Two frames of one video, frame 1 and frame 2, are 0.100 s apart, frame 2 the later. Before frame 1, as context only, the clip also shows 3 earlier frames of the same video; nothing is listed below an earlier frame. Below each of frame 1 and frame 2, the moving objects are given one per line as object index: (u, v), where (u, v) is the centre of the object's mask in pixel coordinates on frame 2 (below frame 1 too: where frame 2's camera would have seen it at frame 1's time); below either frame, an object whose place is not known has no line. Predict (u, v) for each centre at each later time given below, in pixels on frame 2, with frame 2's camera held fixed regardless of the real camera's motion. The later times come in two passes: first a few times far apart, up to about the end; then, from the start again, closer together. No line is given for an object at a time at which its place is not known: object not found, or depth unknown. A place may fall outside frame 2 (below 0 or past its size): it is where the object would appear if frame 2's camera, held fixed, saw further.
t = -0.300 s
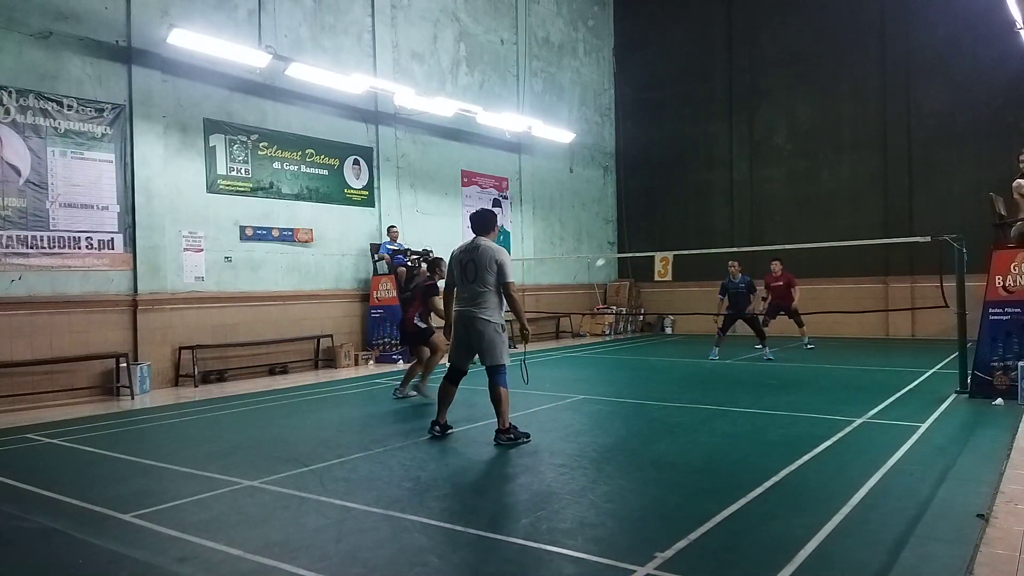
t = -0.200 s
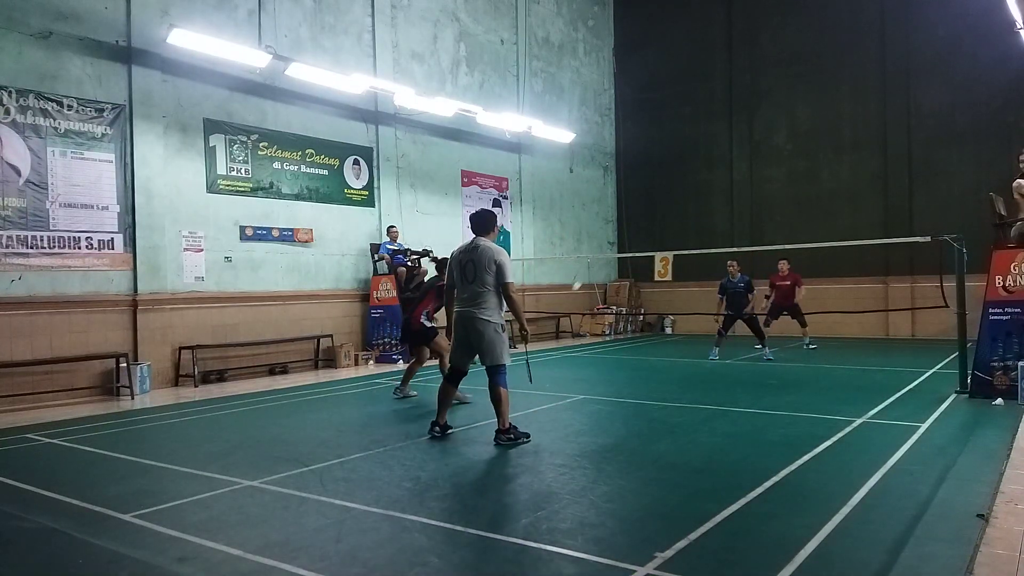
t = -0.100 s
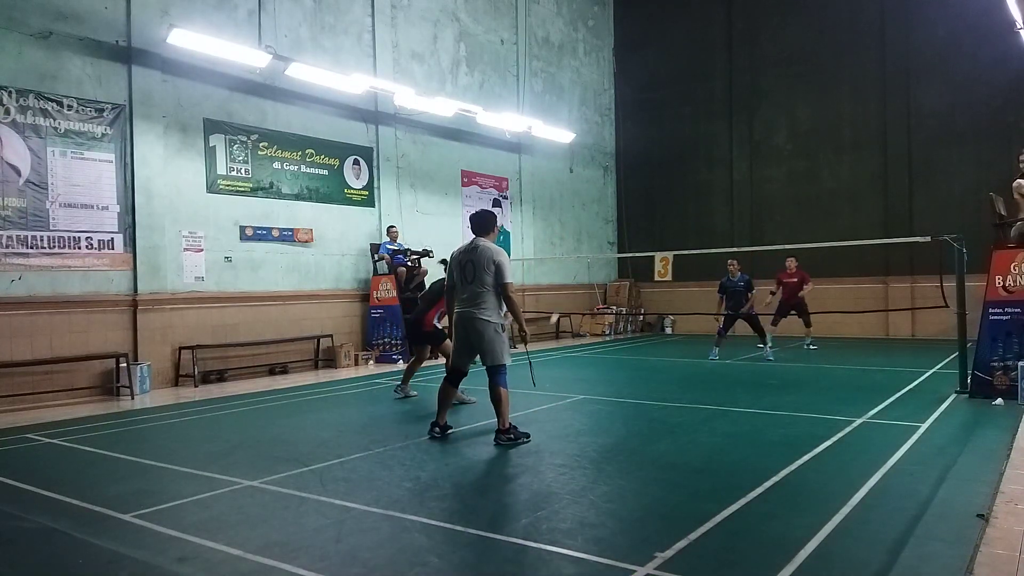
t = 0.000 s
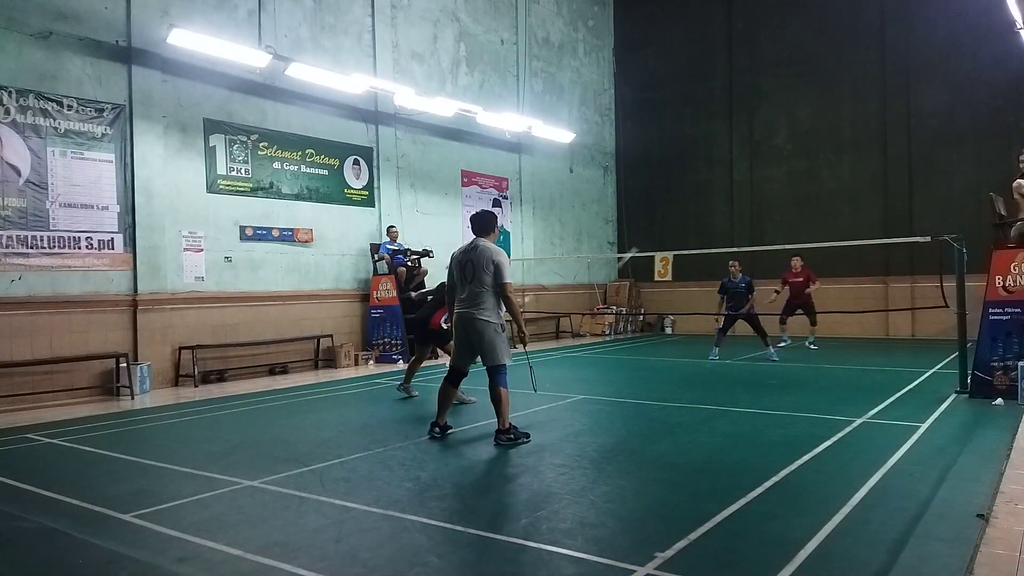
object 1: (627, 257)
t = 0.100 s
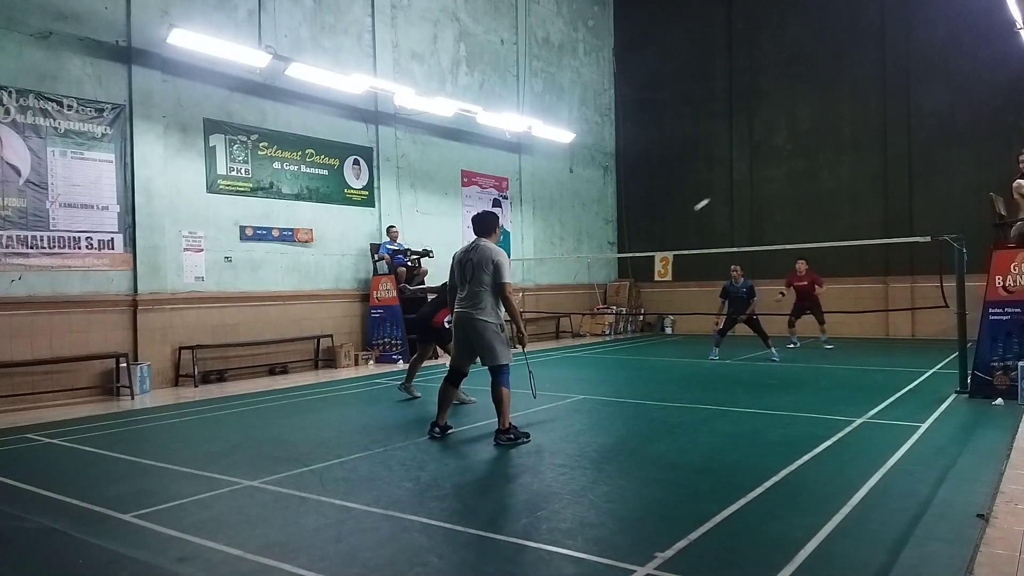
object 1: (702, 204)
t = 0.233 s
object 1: (764, 169)
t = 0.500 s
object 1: (838, 156)
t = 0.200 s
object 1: (751, 175)
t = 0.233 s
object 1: (764, 169)
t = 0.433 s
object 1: (823, 154)
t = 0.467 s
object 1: (831, 155)
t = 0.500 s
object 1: (838, 156)
